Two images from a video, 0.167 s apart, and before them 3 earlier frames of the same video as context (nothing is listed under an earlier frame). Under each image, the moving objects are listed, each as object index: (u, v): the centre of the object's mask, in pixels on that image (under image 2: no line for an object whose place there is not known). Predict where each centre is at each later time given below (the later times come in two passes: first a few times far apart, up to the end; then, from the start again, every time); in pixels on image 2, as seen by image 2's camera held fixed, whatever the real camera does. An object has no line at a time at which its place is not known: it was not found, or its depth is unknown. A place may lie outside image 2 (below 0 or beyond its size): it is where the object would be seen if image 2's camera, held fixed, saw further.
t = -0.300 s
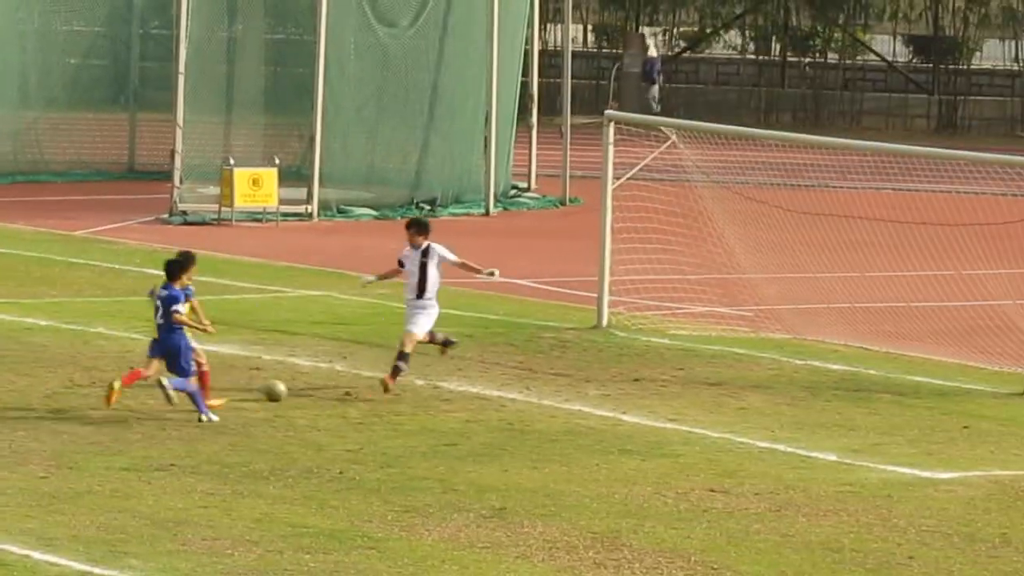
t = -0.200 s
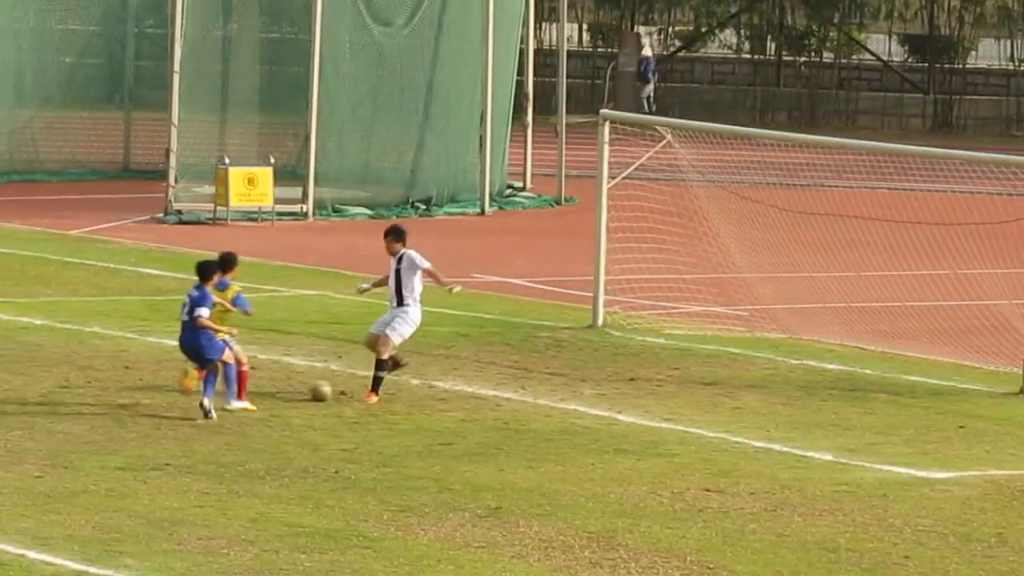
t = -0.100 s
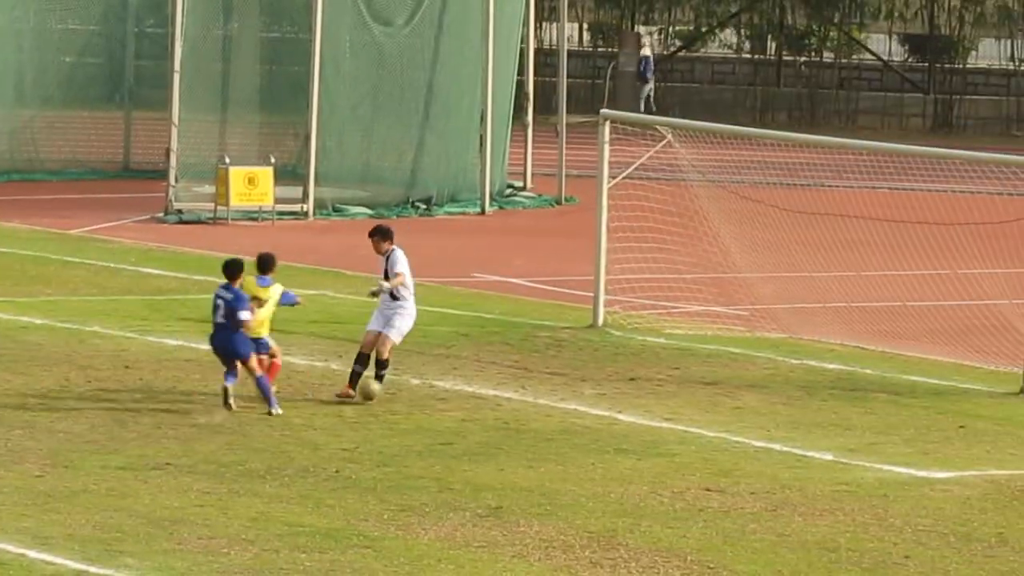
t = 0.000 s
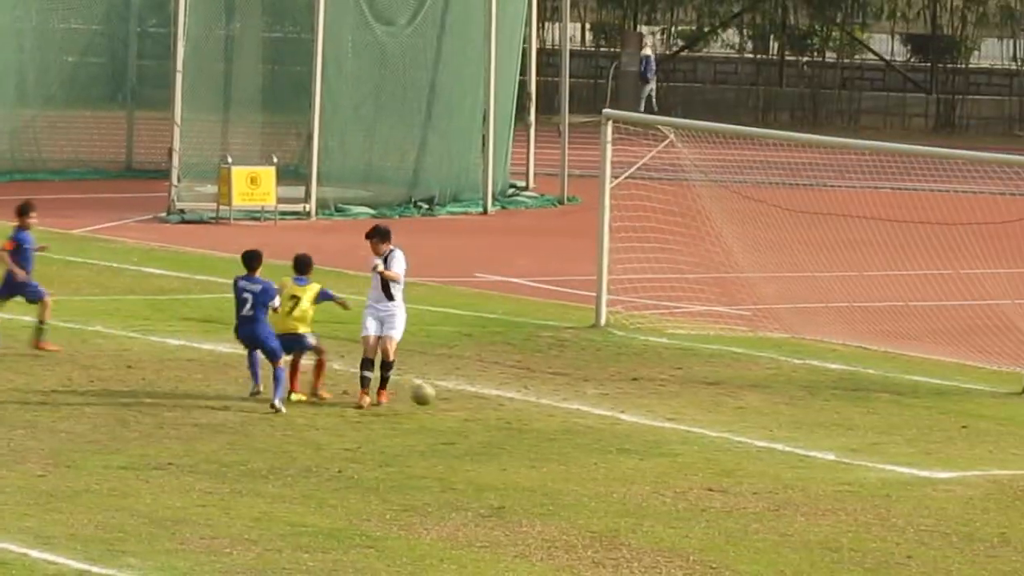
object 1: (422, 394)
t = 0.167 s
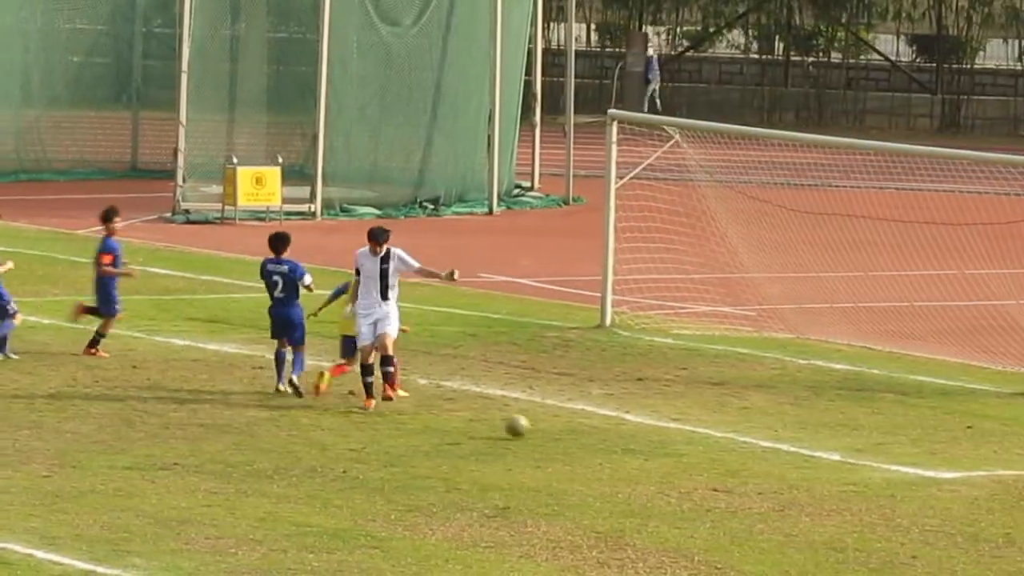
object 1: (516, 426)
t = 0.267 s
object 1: (568, 431)
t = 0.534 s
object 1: (704, 463)
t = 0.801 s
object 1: (830, 484)
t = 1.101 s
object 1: (973, 504)
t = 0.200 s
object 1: (535, 434)
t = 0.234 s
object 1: (552, 433)
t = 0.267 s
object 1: (568, 431)
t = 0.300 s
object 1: (586, 430)
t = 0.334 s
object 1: (602, 431)
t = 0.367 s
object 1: (619, 433)
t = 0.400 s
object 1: (636, 436)
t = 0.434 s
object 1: (653, 442)
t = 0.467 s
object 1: (670, 447)
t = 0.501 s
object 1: (687, 455)
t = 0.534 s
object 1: (704, 463)
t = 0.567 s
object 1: (720, 468)
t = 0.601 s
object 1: (736, 467)
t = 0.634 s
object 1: (751, 467)
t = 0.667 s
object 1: (768, 468)
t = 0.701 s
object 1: (783, 470)
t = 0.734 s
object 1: (799, 474)
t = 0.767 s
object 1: (814, 479)
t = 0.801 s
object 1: (830, 484)
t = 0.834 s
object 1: (846, 483)
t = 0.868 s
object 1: (861, 480)
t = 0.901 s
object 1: (877, 480)
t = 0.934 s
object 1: (892, 481)
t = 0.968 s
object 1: (908, 482)
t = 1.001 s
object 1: (925, 486)
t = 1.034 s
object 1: (940, 490)
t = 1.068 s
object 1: (957, 496)
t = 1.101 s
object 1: (973, 504)
